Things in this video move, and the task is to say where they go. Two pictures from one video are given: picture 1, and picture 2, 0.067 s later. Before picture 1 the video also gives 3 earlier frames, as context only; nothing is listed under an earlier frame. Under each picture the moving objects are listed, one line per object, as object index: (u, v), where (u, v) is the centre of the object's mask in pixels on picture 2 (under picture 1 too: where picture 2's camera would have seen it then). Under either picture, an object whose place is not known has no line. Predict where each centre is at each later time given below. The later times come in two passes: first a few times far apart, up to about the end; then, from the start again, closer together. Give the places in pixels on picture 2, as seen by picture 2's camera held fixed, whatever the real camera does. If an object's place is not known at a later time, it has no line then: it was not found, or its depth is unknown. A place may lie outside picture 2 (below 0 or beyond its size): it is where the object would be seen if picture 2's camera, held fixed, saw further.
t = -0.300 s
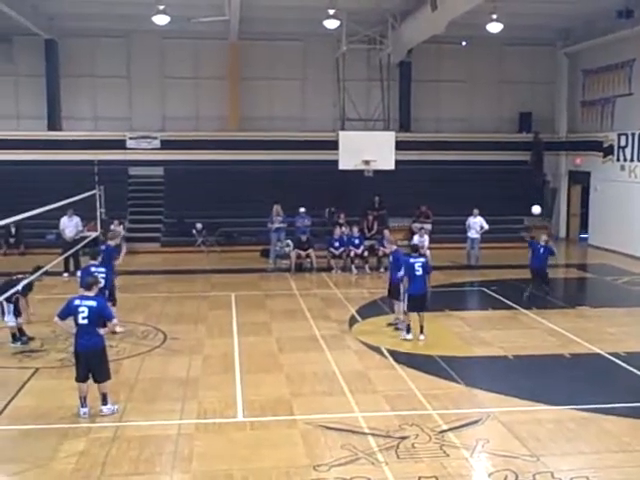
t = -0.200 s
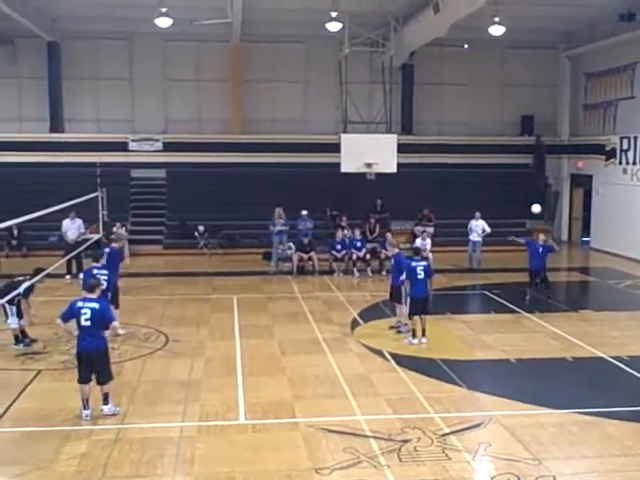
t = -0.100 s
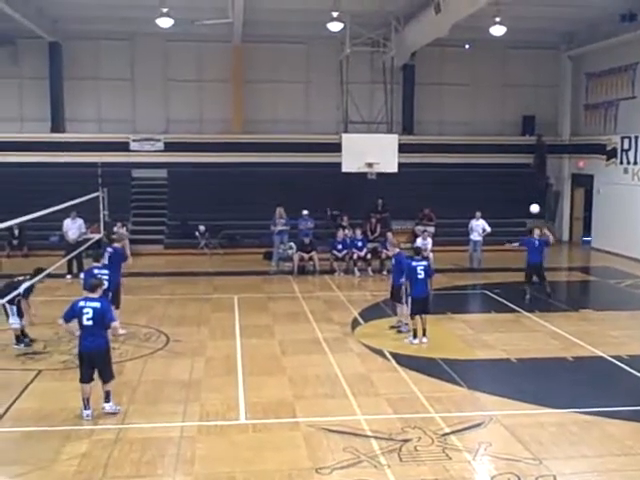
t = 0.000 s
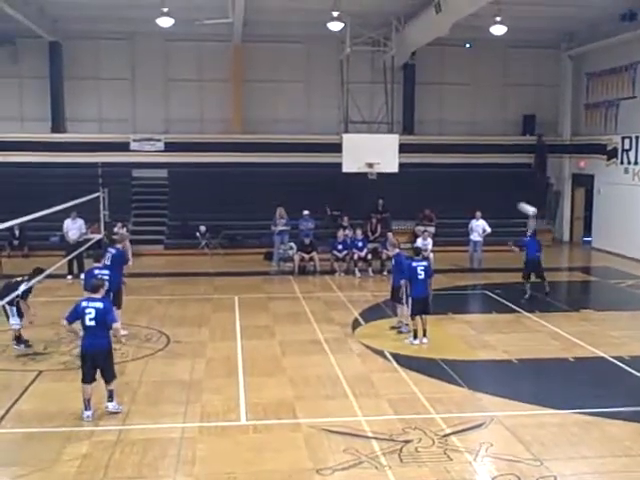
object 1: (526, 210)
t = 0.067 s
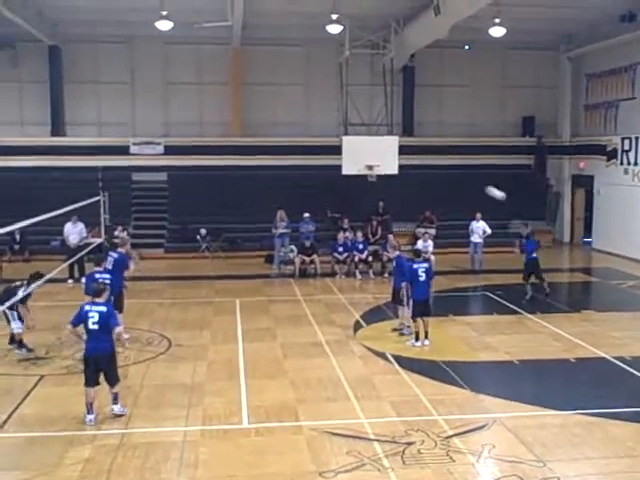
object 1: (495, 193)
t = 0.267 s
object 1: (398, 151)
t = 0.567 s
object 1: (234, 119)
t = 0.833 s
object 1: (87, 118)
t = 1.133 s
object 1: (-79, 149)
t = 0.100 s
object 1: (478, 185)
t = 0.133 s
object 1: (461, 177)
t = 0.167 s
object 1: (445, 170)
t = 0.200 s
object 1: (429, 163)
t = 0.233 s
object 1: (411, 156)
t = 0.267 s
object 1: (398, 151)
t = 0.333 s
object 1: (361, 138)
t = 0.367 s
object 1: (341, 135)
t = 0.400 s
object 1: (324, 132)
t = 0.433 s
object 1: (306, 129)
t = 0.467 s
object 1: (288, 126)
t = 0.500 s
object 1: (269, 123)
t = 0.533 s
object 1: (251, 120)
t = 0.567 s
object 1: (234, 119)
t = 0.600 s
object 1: (215, 117)
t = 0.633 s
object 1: (197, 117)
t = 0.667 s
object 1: (179, 116)
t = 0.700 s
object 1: (161, 115)
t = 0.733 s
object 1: (143, 115)
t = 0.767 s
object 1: (124, 116)
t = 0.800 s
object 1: (106, 117)
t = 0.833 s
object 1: (87, 118)
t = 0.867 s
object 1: (68, 120)
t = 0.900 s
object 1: (51, 122)
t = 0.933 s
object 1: (33, 125)
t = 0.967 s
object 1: (12, 128)
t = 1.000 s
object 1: (-5, 132)
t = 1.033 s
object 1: (-26, 135)
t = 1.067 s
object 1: (-46, 141)
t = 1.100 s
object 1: (-63, 146)
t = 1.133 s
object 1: (-79, 149)
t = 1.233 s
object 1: (-142, 177)
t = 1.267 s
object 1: (-160, 185)
